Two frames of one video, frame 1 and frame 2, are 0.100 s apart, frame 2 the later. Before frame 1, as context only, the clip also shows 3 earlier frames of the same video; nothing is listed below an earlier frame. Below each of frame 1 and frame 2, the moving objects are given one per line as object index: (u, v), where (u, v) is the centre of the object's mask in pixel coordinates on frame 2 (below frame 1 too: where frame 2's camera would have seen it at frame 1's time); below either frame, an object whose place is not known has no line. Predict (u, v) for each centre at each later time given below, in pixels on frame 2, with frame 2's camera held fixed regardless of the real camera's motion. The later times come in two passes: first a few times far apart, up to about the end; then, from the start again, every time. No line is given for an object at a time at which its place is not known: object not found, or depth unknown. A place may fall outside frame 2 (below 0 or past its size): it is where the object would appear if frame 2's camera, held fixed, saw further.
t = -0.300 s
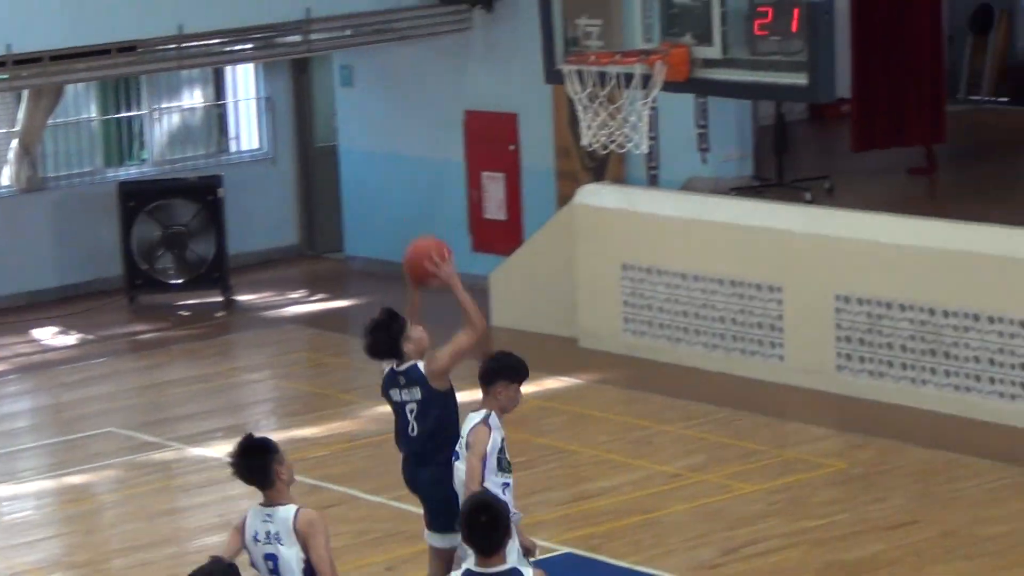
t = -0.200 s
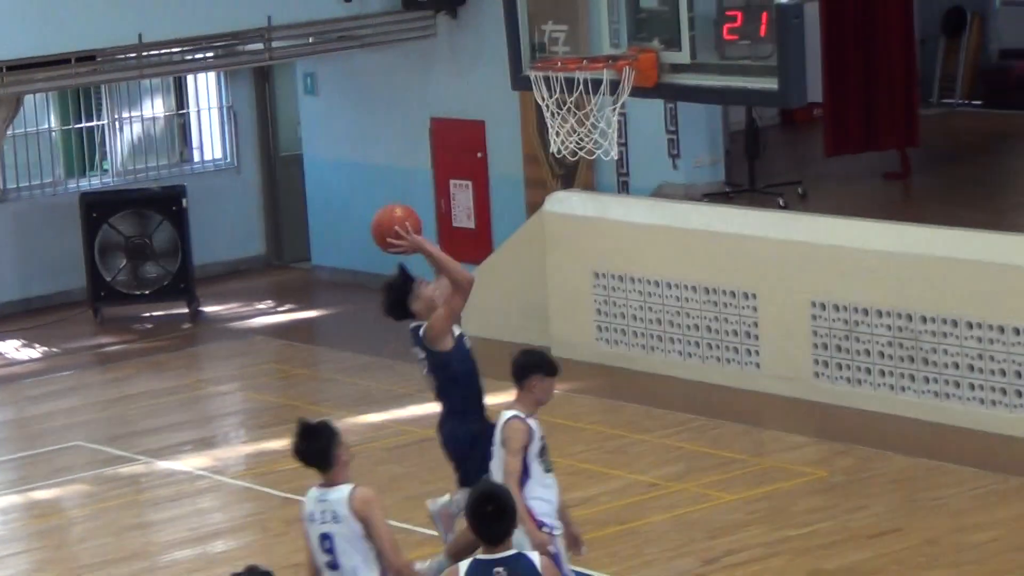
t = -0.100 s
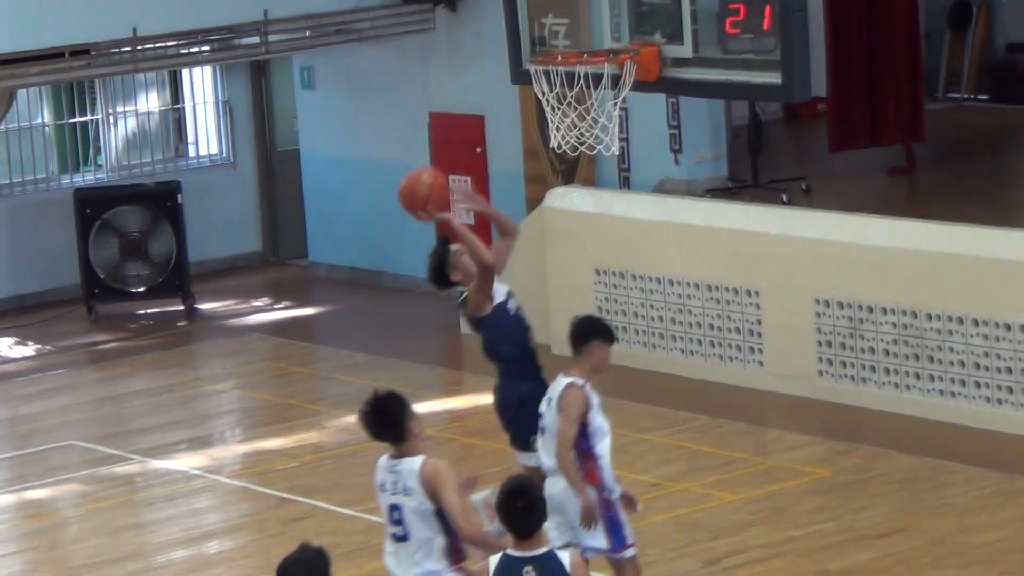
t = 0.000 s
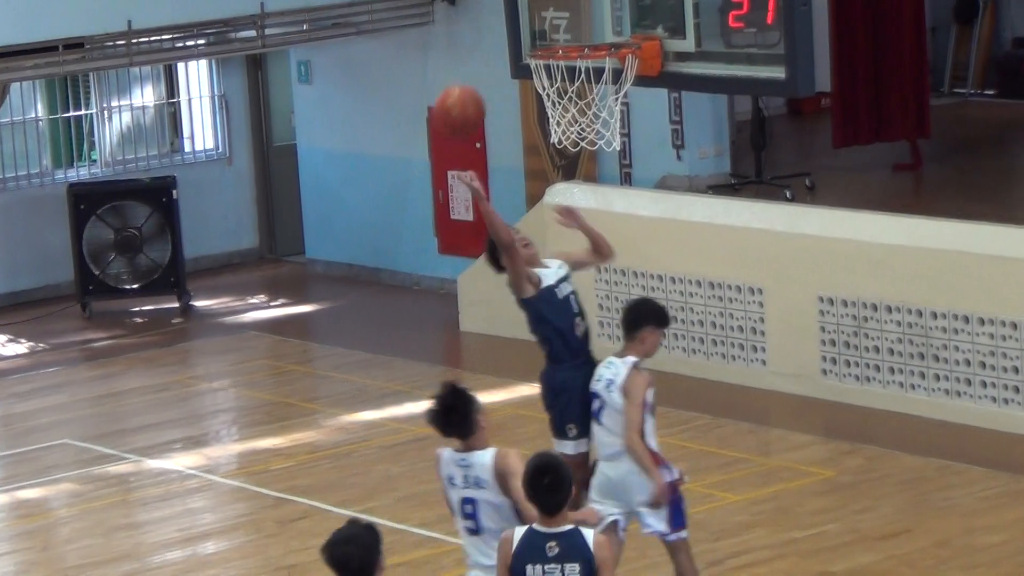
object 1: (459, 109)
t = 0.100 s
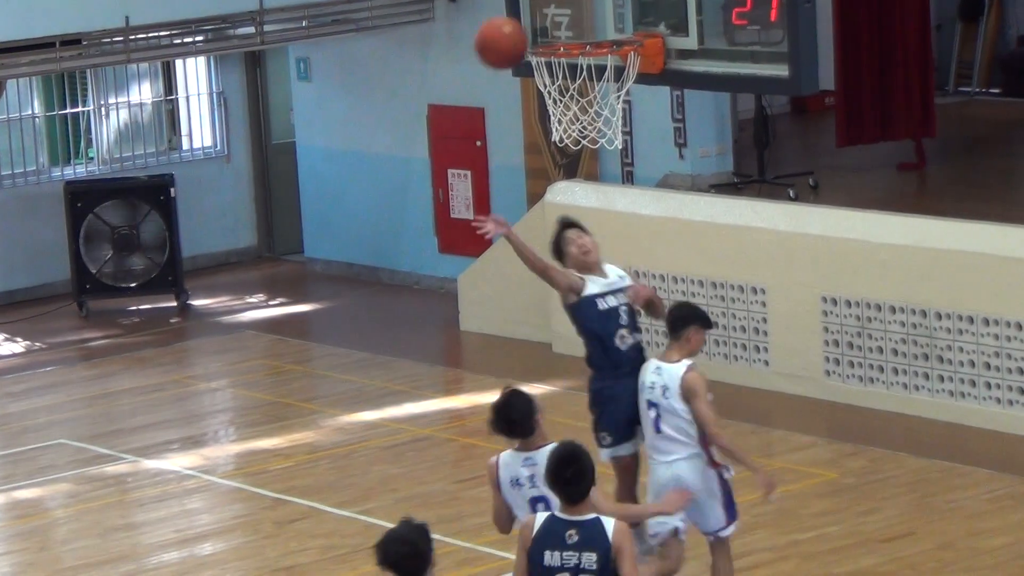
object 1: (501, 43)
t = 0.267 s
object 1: (535, 8)
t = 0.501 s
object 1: (500, 27)
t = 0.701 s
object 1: (429, 78)
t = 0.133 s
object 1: (515, 25)
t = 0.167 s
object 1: (529, 16)
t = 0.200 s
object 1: (541, 10)
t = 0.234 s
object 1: (538, 8)
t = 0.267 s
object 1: (535, 8)
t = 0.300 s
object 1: (532, 8)
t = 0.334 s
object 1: (530, 10)
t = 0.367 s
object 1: (528, 13)
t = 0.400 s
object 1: (526, 18)
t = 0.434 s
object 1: (523, 26)
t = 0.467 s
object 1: (513, 27)
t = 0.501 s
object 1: (500, 27)
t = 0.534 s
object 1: (489, 29)
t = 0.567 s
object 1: (476, 34)
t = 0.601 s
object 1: (464, 41)
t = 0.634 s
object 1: (452, 51)
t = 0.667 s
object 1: (440, 63)
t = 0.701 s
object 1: (429, 78)
